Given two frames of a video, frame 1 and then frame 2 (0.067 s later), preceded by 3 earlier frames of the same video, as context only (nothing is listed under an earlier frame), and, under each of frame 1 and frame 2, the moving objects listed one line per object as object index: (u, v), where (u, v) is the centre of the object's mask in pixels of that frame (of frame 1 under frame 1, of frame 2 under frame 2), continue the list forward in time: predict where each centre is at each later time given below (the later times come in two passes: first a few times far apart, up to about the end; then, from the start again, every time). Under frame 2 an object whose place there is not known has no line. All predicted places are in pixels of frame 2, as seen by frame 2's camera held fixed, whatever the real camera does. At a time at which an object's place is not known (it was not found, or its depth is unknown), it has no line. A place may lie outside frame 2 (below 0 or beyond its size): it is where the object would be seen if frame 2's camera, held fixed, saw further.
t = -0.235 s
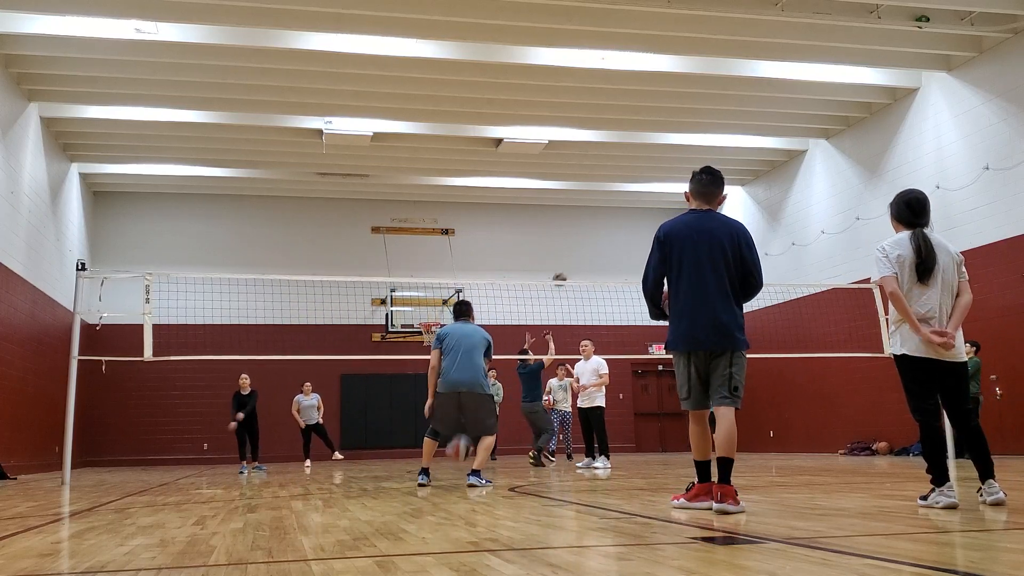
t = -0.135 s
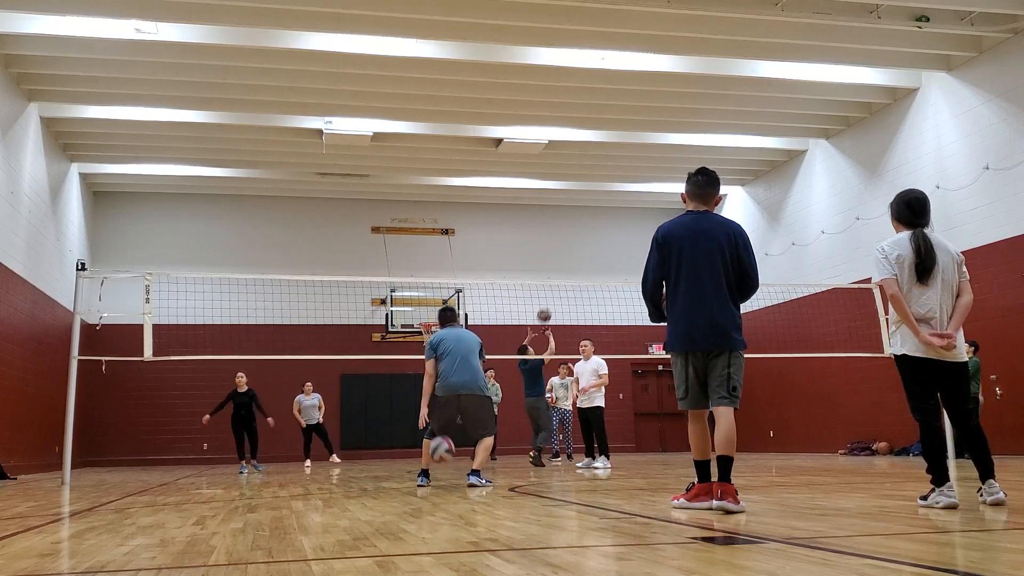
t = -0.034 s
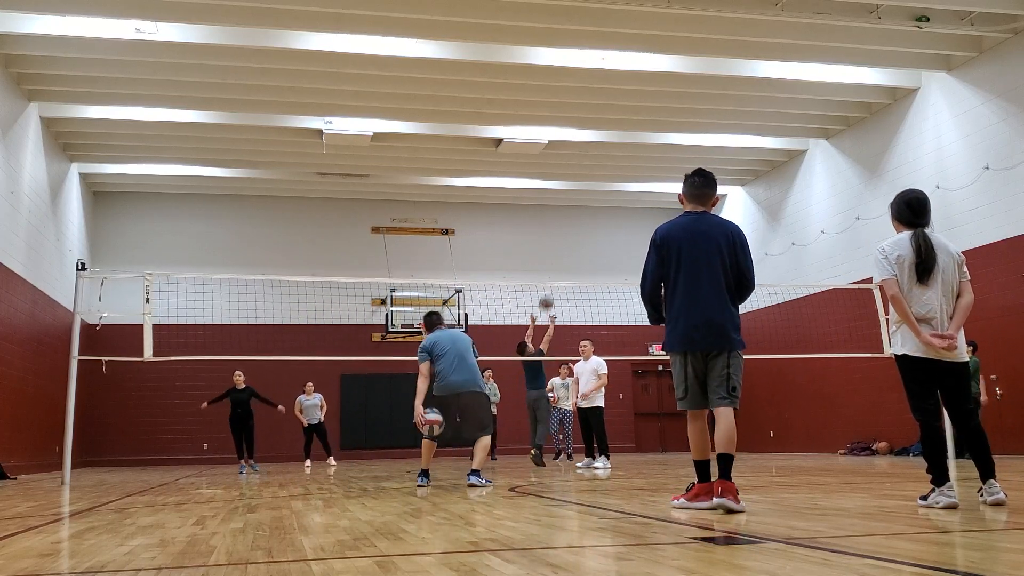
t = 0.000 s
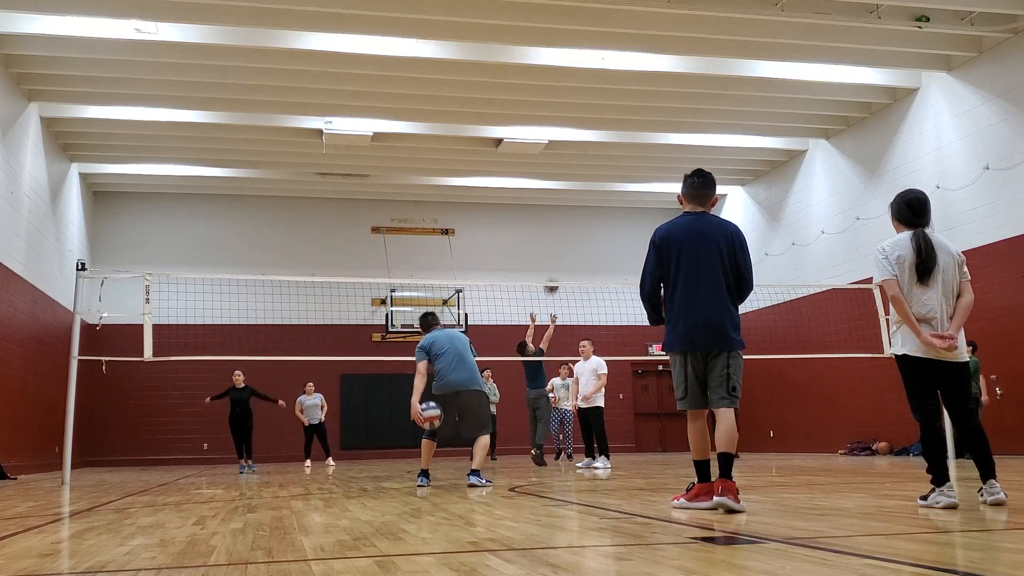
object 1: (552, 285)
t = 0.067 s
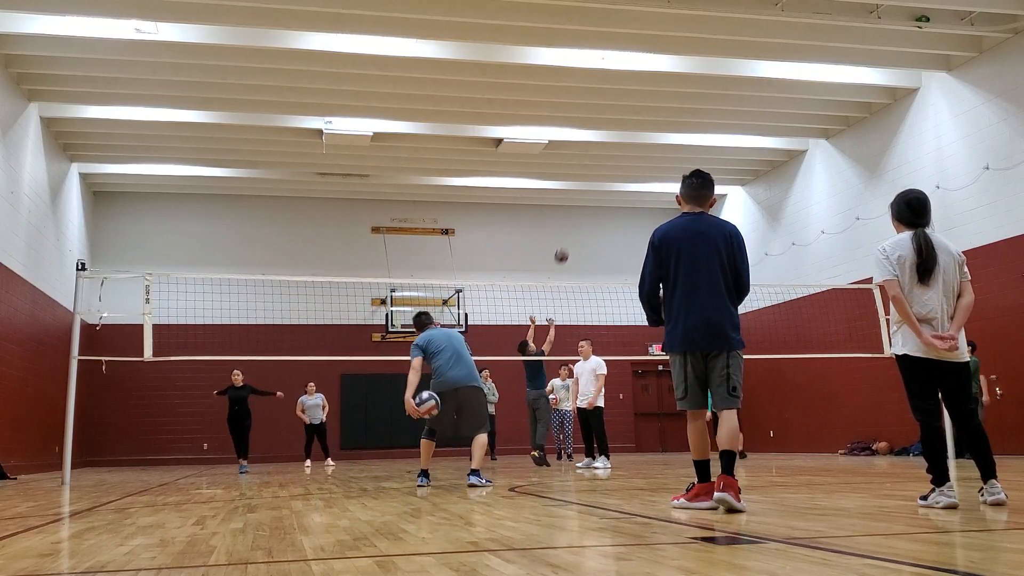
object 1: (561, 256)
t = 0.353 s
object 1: (601, 166)
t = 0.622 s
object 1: (638, 135)
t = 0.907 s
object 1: (677, 153)
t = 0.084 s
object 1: (564, 248)
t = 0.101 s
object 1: (567, 242)
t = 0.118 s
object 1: (569, 236)
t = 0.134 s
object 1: (572, 229)
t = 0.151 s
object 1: (574, 223)
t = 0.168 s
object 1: (576, 217)
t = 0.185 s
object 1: (579, 212)
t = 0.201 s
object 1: (581, 206)
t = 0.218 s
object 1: (583, 202)
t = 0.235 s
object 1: (585, 196)
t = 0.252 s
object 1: (588, 191)
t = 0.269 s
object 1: (590, 186)
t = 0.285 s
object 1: (593, 181)
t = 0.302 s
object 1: (595, 177)
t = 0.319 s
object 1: (597, 174)
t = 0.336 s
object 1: (599, 170)
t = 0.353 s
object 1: (601, 166)
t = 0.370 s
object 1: (604, 163)
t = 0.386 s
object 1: (606, 160)
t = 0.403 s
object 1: (608, 157)
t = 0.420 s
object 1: (611, 154)
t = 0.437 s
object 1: (613, 151)
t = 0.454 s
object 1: (615, 149)
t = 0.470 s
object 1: (618, 147)
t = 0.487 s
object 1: (620, 145)
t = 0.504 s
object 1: (622, 143)
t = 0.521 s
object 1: (624, 141)
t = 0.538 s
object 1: (626, 140)
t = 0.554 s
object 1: (629, 138)
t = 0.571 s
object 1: (631, 137)
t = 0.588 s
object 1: (633, 136)
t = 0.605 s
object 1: (636, 136)
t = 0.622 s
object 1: (638, 135)
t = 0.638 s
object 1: (640, 135)
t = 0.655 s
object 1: (642, 134)
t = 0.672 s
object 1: (644, 134)
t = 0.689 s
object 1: (647, 135)
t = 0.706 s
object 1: (649, 135)
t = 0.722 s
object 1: (651, 135)
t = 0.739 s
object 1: (654, 136)
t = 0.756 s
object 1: (656, 137)
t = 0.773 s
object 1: (658, 138)
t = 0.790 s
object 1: (660, 139)
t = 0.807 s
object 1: (663, 141)
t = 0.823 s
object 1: (665, 142)
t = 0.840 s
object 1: (668, 144)
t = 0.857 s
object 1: (670, 146)
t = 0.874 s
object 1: (672, 148)
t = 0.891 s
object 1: (674, 151)
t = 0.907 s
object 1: (677, 153)
